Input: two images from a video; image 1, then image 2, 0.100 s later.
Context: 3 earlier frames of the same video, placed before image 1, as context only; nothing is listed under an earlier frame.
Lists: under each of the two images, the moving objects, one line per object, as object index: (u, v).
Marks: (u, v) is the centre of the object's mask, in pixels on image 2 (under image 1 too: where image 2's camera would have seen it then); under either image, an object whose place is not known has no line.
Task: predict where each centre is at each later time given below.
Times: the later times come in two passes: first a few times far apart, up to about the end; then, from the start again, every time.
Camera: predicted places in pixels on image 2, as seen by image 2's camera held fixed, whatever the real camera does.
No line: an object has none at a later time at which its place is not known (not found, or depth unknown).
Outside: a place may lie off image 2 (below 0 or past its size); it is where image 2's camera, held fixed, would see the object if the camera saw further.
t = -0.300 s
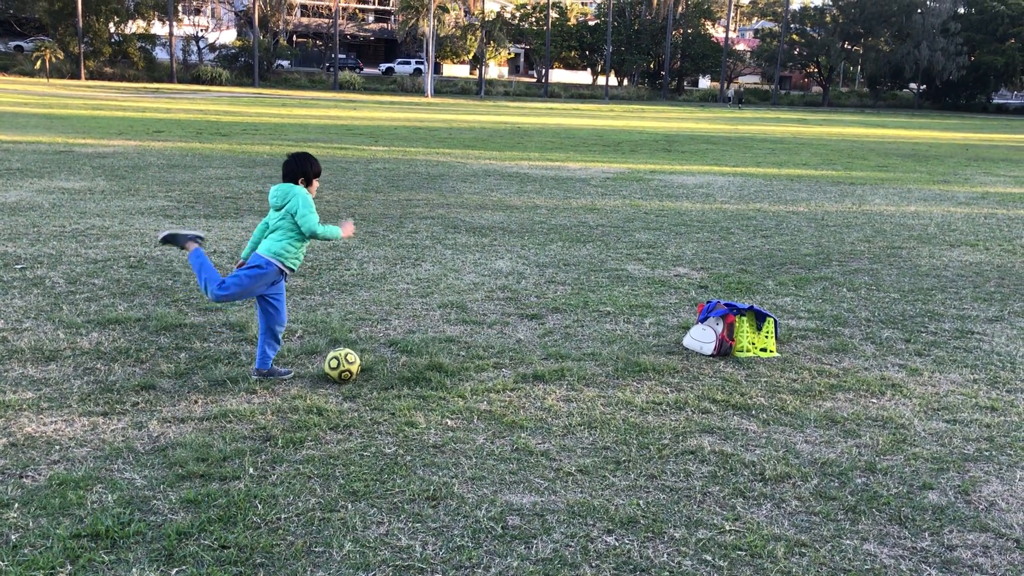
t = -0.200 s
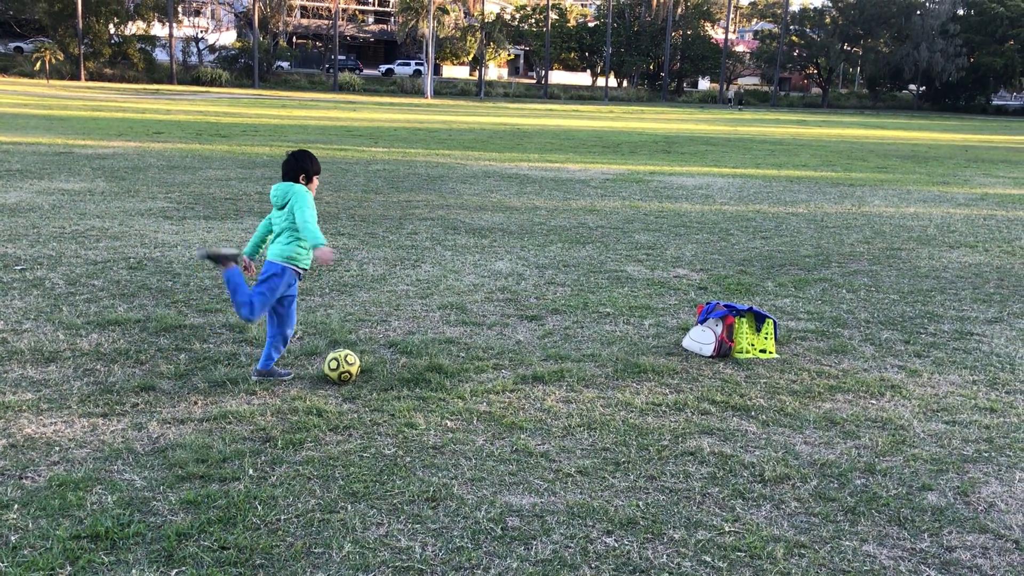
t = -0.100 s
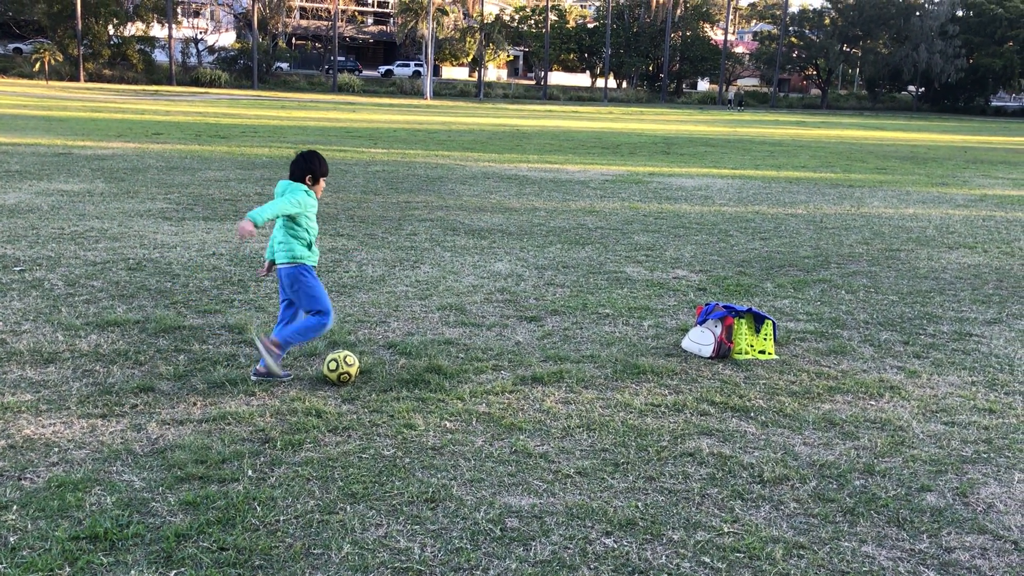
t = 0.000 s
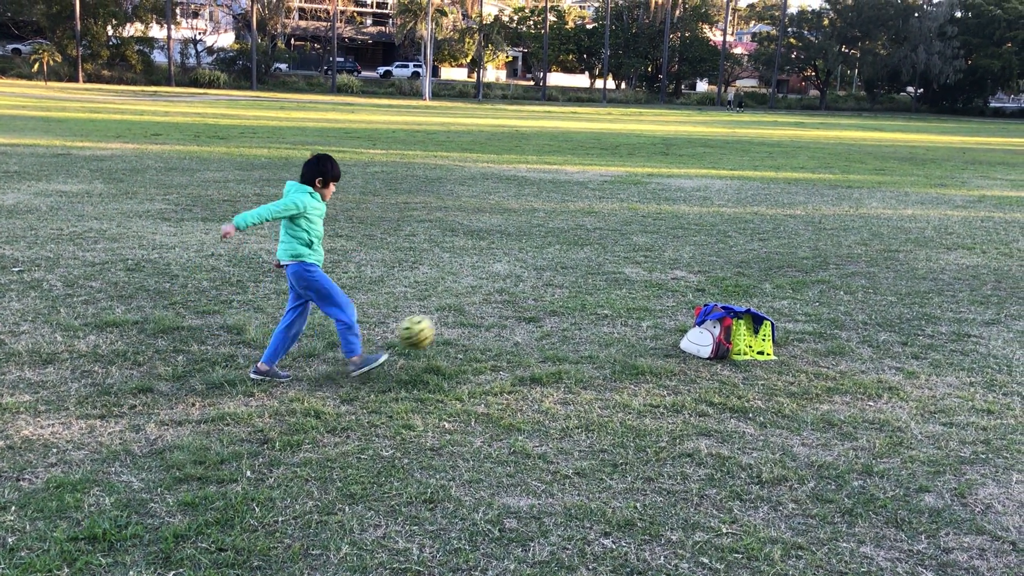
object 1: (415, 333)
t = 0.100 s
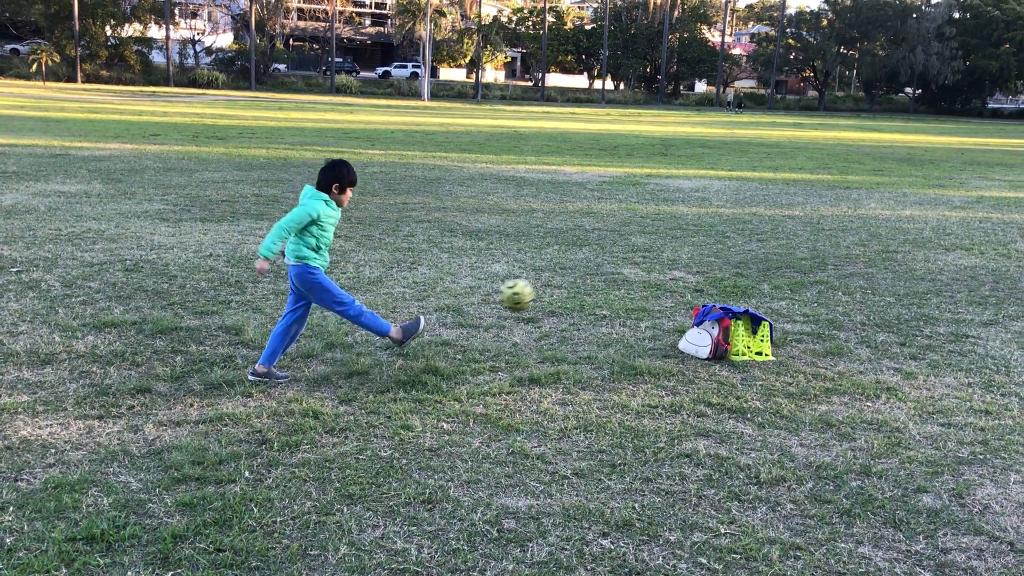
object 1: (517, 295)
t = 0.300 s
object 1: (691, 278)
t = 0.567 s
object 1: (848, 305)
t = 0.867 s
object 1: (930, 309)
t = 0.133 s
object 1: (548, 287)
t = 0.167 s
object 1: (579, 281)
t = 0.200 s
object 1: (608, 278)
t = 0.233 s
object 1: (637, 275)
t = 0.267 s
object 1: (664, 276)
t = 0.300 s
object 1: (691, 278)
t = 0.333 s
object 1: (715, 281)
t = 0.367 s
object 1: (739, 287)
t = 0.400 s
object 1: (763, 294)
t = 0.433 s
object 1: (786, 302)
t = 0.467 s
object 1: (807, 311)
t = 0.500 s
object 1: (825, 319)
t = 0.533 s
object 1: (837, 311)
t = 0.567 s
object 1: (848, 305)
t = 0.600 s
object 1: (858, 300)
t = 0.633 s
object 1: (868, 297)
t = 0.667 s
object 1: (878, 295)
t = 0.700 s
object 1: (887, 295)
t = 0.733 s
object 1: (896, 296)
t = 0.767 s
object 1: (904, 299)
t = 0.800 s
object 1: (913, 303)
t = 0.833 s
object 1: (921, 309)
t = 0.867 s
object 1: (930, 309)
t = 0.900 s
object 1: (936, 304)
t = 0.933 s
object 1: (944, 301)
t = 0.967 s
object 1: (950, 299)
